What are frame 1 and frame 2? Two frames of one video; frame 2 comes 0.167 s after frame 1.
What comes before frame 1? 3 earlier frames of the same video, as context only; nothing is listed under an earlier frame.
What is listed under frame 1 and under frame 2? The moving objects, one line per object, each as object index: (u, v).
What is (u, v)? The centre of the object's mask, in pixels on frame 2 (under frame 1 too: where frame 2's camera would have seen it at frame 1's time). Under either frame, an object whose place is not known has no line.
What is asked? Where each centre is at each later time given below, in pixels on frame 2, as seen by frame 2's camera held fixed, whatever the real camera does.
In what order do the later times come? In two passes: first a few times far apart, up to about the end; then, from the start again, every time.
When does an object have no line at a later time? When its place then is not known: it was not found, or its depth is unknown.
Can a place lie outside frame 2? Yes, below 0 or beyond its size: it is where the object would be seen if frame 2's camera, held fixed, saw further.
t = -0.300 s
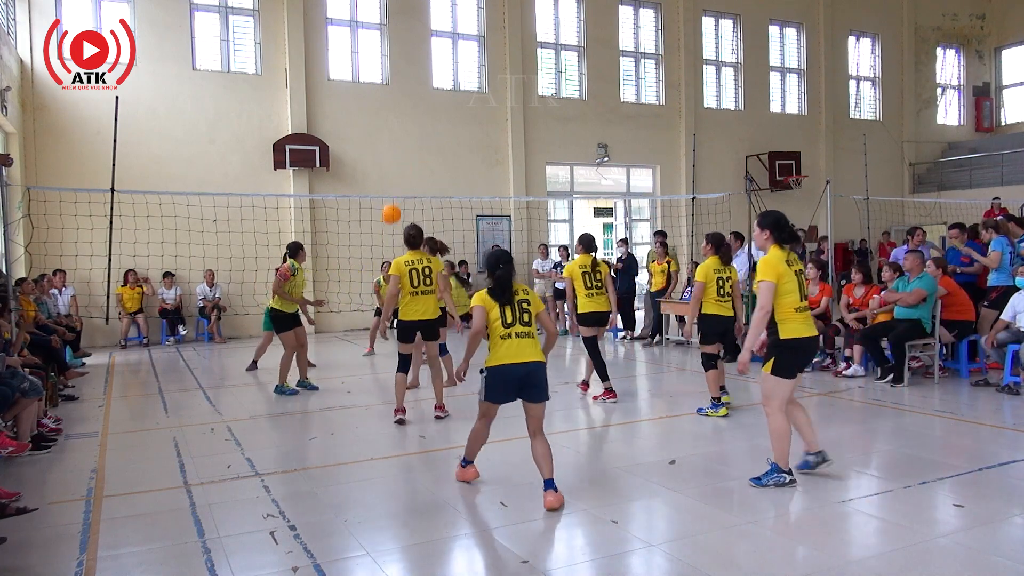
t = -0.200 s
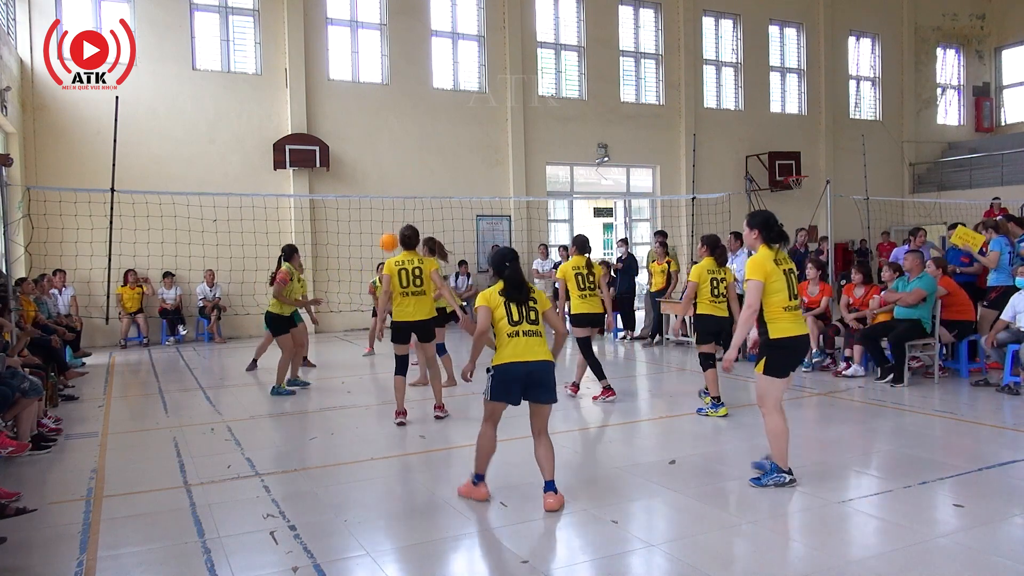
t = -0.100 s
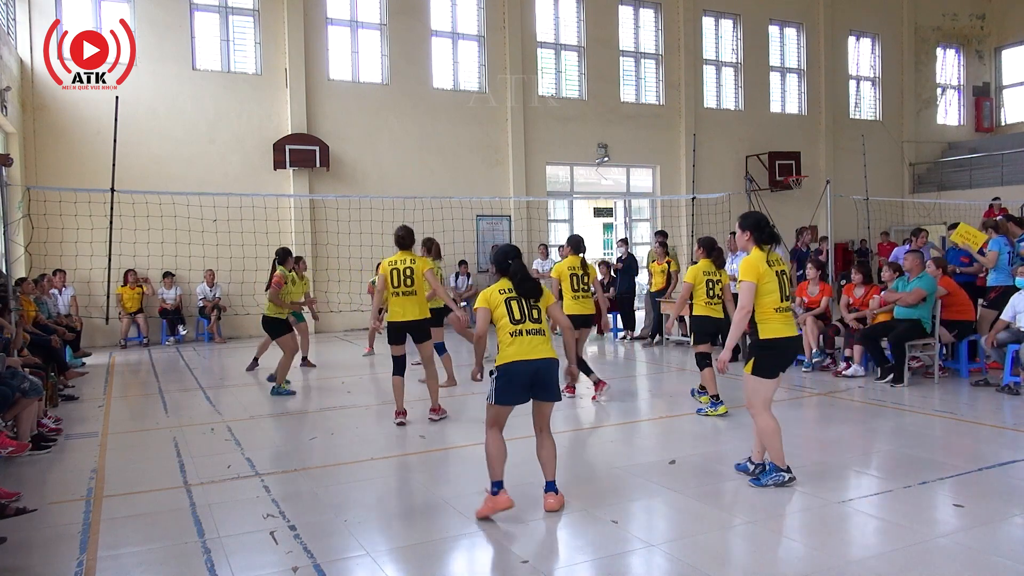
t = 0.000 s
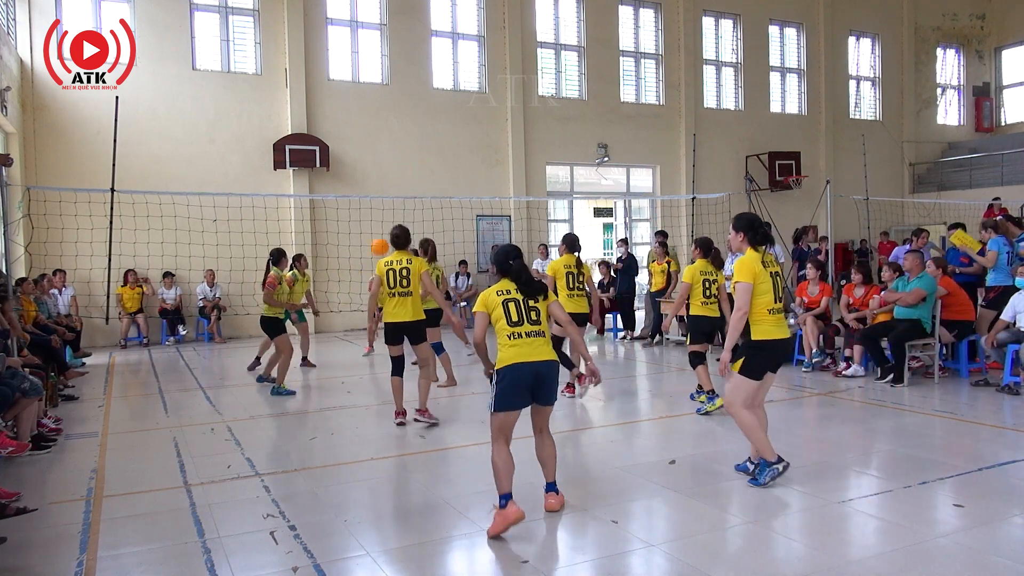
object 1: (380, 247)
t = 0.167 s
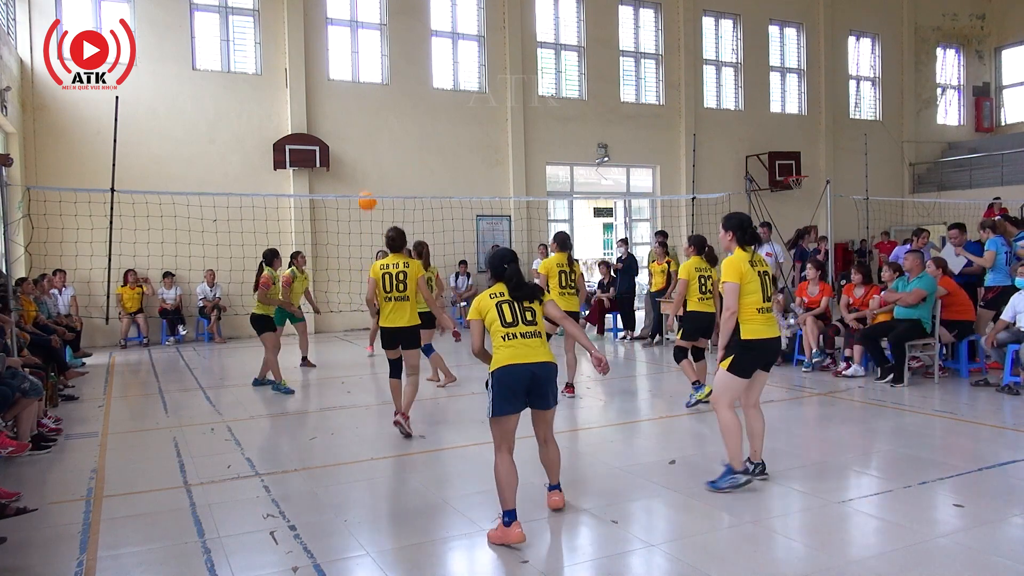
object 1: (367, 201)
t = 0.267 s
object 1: (359, 183)
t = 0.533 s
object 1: (341, 172)
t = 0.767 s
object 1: (326, 213)
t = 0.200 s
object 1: (364, 194)
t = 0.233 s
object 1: (362, 187)
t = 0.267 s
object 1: (359, 183)
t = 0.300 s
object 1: (357, 178)
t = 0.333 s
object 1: (354, 175)
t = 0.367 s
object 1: (352, 172)
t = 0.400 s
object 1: (350, 170)
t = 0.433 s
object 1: (348, 169)
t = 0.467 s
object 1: (346, 169)
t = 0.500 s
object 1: (343, 170)
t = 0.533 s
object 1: (341, 172)
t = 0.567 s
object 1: (339, 175)
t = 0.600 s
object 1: (337, 179)
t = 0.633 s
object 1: (334, 183)
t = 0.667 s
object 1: (332, 187)
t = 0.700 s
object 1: (330, 196)
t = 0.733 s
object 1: (328, 205)
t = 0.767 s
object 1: (326, 213)
